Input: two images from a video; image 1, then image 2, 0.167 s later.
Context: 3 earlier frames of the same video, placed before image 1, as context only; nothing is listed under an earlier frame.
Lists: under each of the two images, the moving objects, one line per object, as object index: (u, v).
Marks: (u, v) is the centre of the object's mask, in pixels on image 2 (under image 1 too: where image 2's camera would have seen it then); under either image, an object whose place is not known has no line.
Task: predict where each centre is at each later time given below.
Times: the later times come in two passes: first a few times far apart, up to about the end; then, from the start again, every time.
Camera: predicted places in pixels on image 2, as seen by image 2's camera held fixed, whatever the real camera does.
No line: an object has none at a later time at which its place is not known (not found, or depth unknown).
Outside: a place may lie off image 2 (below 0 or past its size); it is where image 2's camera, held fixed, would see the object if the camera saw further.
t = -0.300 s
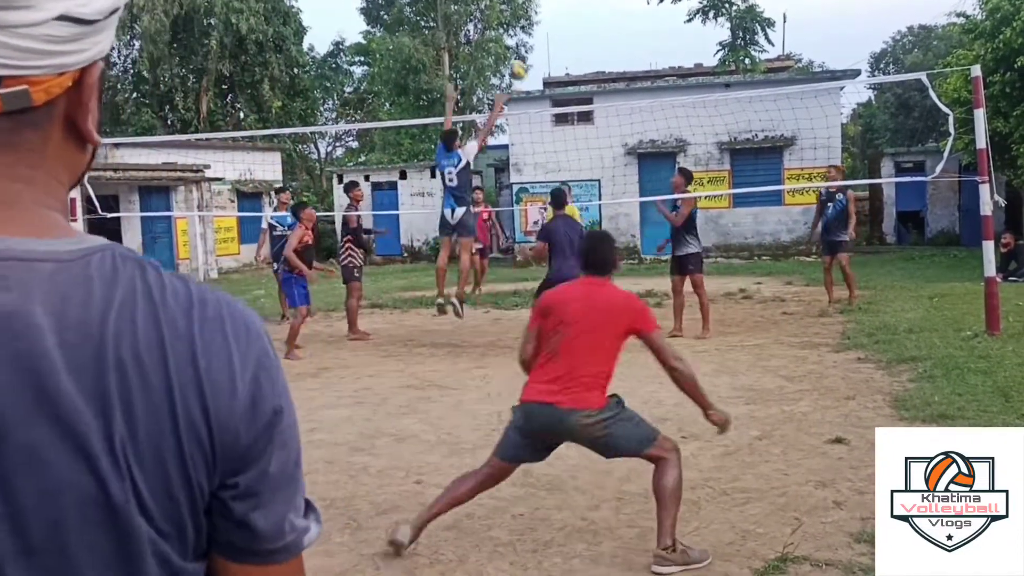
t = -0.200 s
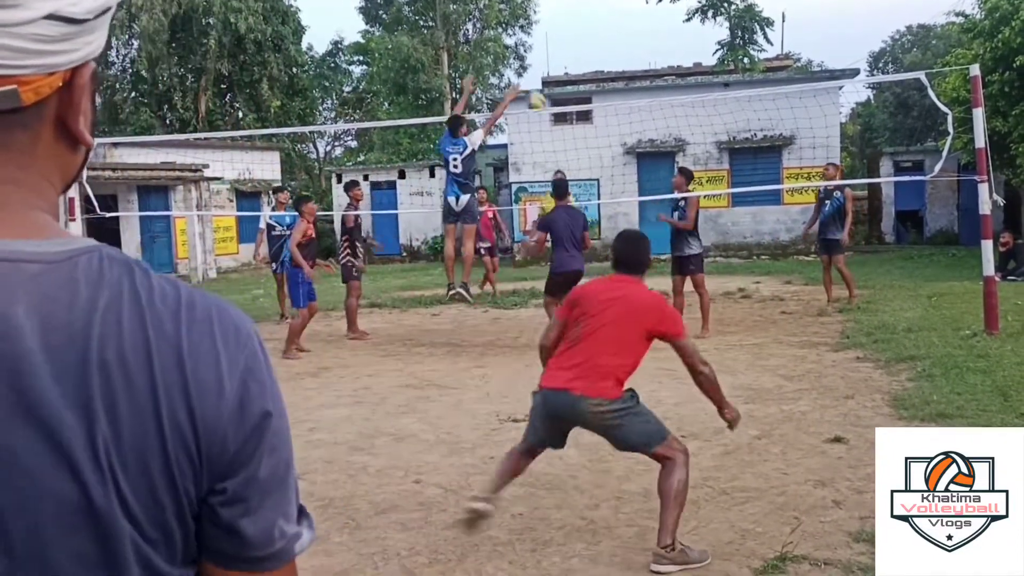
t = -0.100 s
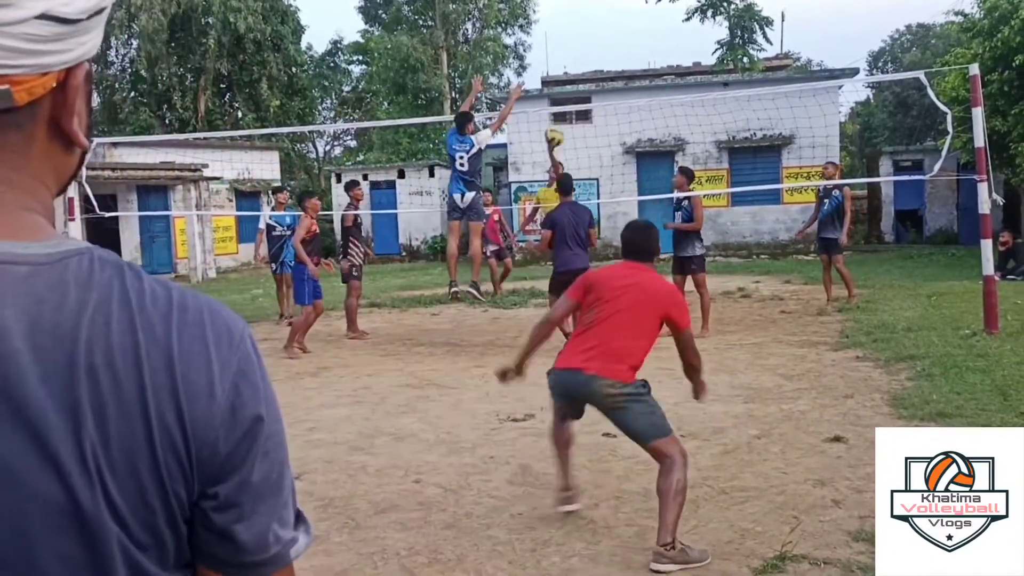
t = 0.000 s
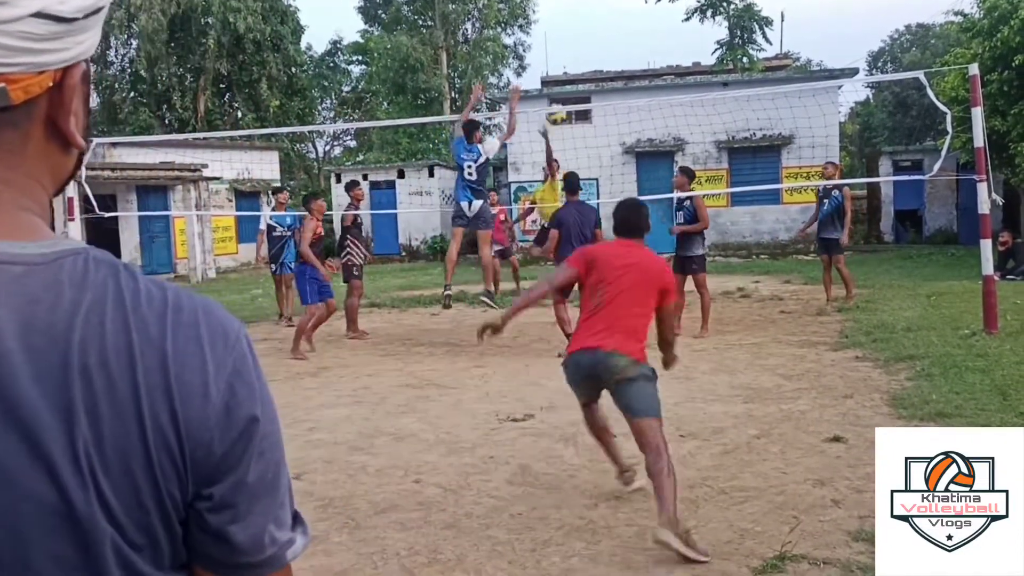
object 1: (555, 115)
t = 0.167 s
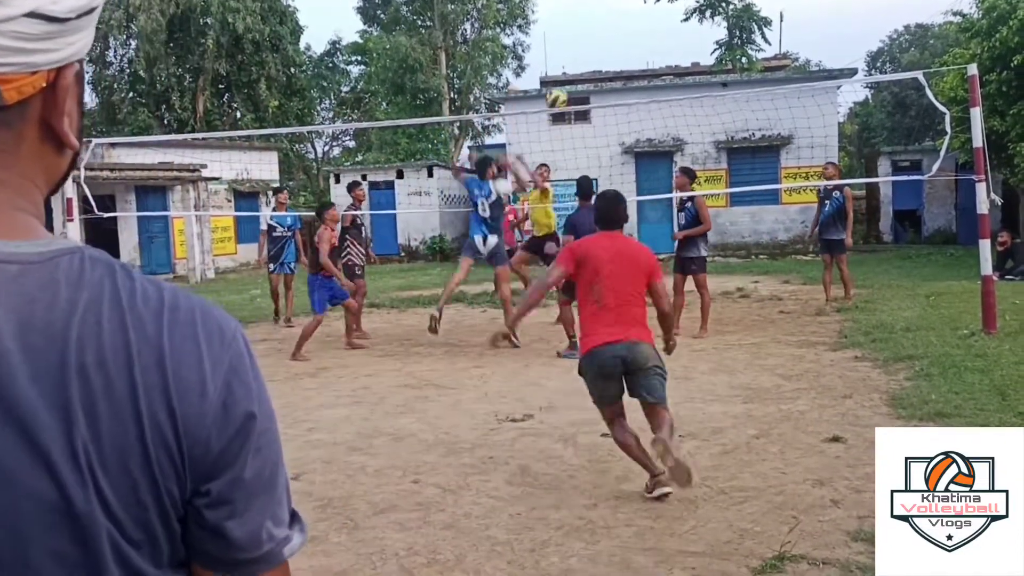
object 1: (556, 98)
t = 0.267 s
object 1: (557, 95)
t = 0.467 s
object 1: (559, 123)
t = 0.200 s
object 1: (556, 97)
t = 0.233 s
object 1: (557, 97)
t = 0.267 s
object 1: (557, 95)
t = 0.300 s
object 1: (557, 98)
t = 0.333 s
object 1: (558, 100)
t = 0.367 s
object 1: (558, 105)
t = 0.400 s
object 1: (558, 110)
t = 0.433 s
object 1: (558, 115)
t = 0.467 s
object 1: (559, 123)
